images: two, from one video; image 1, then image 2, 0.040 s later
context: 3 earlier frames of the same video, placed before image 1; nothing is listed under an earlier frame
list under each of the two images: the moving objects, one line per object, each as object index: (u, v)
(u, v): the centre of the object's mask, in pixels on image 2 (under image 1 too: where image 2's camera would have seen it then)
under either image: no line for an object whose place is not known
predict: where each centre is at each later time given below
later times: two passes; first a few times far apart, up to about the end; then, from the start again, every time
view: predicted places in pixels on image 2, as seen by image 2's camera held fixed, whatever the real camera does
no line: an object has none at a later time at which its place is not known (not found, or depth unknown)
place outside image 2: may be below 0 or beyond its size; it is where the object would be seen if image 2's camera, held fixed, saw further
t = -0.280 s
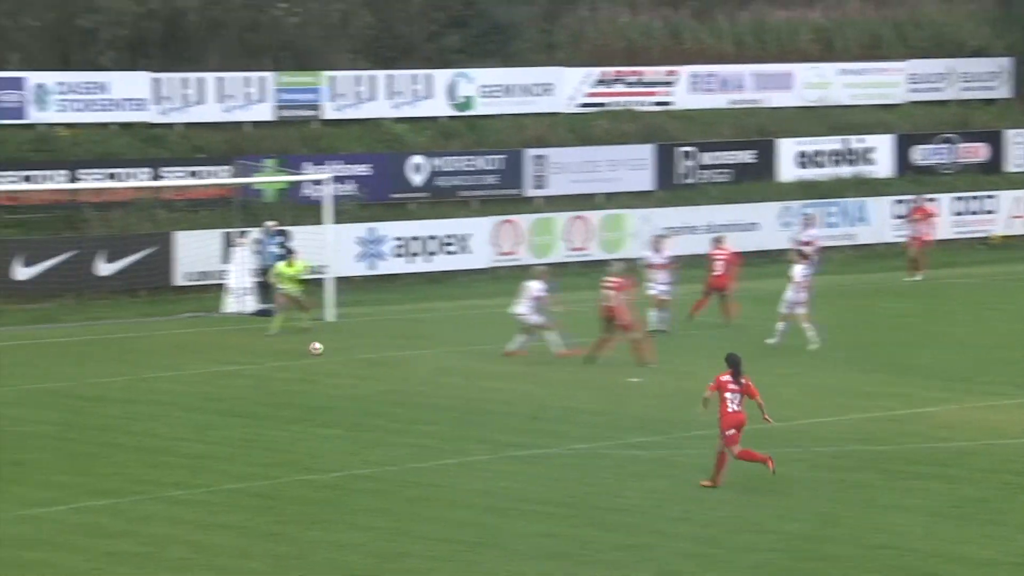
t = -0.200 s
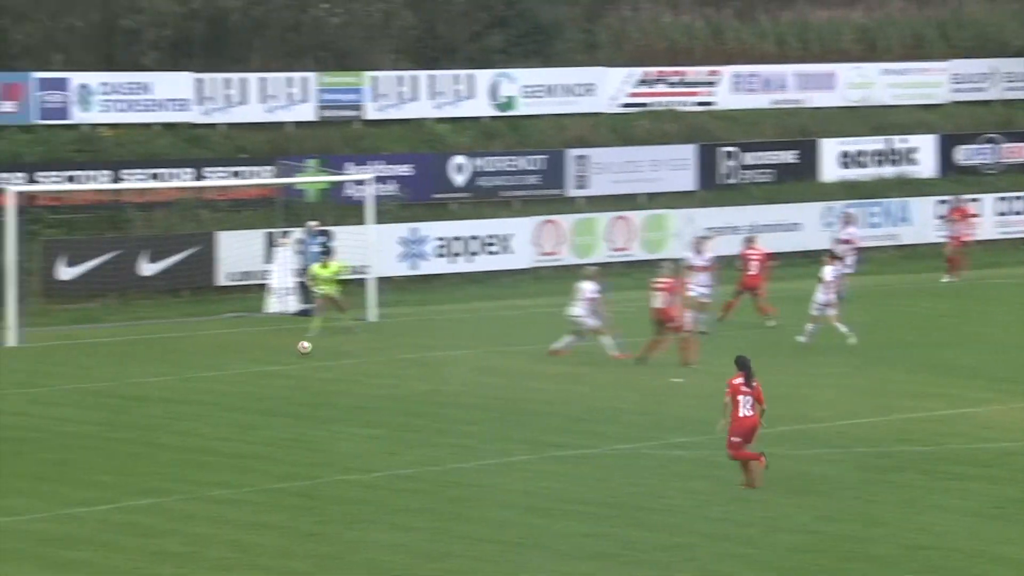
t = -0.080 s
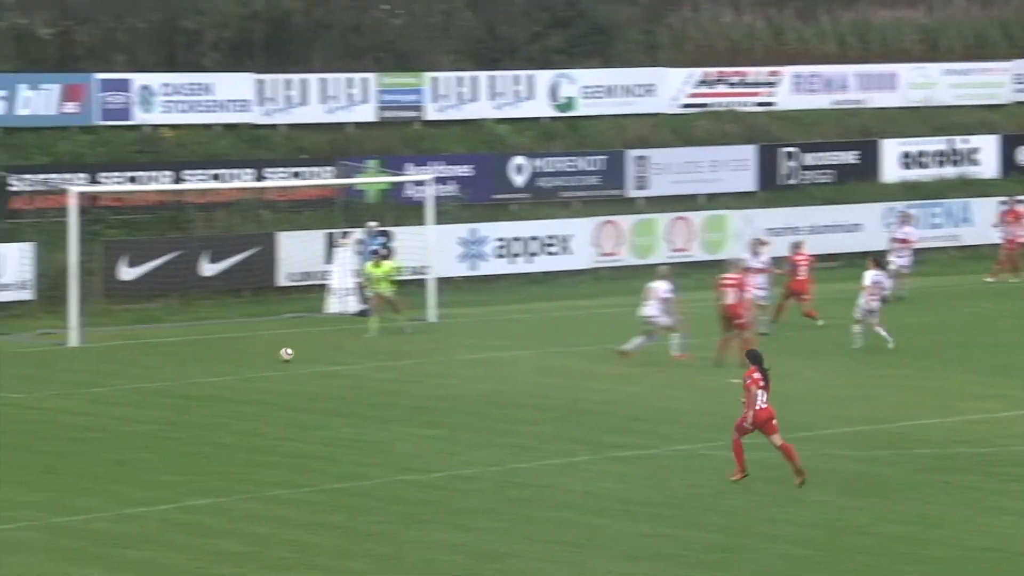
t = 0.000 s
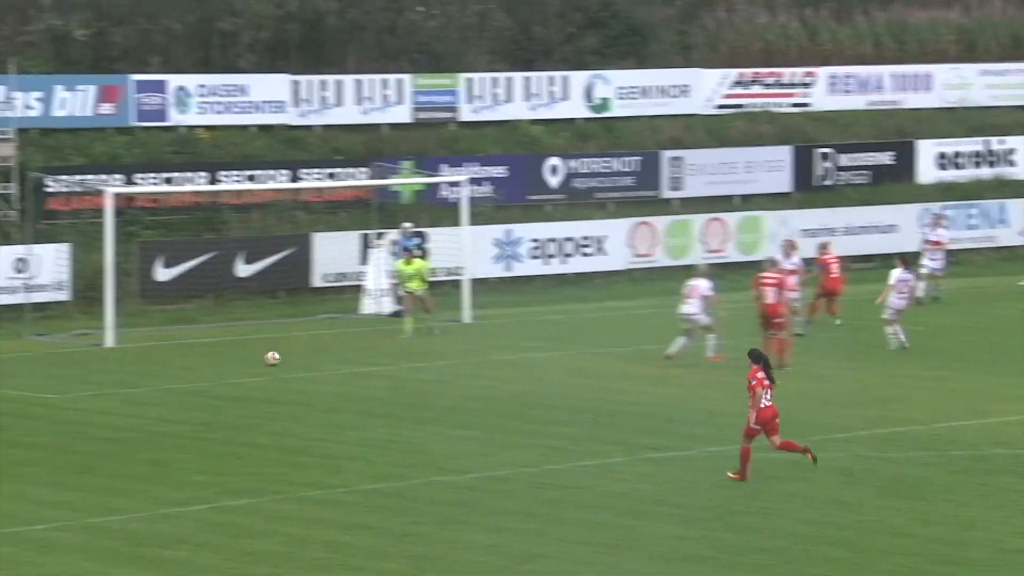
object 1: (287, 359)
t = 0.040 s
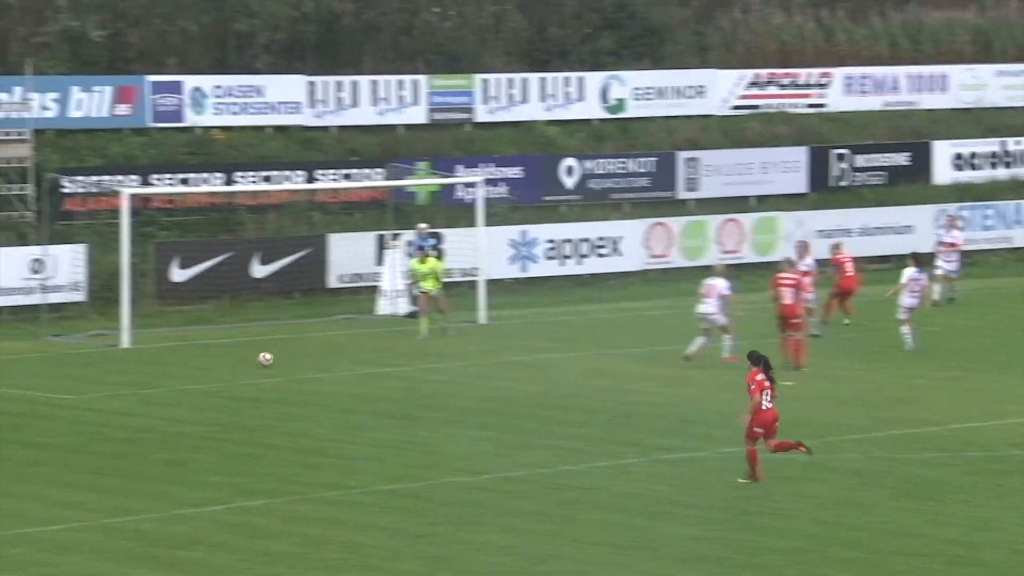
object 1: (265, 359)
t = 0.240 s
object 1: (158, 367)
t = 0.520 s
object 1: (25, 378)
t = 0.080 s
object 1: (242, 360)
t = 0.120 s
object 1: (220, 363)
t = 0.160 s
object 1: (198, 366)
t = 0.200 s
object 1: (178, 366)
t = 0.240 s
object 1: (158, 367)
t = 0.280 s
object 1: (136, 368)
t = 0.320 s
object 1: (118, 370)
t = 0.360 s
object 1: (98, 373)
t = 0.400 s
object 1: (80, 373)
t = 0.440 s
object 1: (61, 375)
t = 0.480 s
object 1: (43, 377)
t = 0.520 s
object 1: (25, 378)
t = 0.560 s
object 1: (7, 379)
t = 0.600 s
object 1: (-10, 382)
